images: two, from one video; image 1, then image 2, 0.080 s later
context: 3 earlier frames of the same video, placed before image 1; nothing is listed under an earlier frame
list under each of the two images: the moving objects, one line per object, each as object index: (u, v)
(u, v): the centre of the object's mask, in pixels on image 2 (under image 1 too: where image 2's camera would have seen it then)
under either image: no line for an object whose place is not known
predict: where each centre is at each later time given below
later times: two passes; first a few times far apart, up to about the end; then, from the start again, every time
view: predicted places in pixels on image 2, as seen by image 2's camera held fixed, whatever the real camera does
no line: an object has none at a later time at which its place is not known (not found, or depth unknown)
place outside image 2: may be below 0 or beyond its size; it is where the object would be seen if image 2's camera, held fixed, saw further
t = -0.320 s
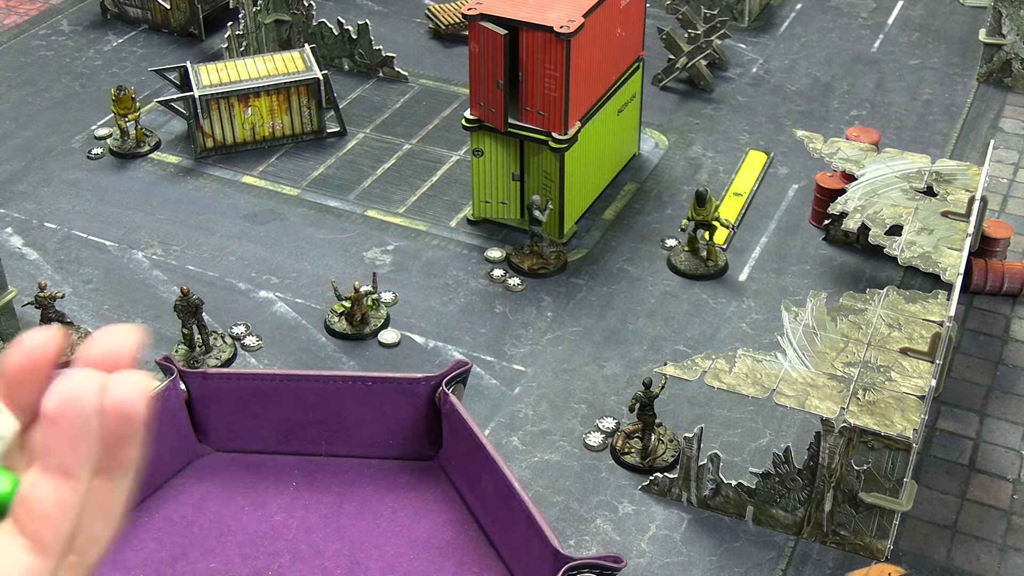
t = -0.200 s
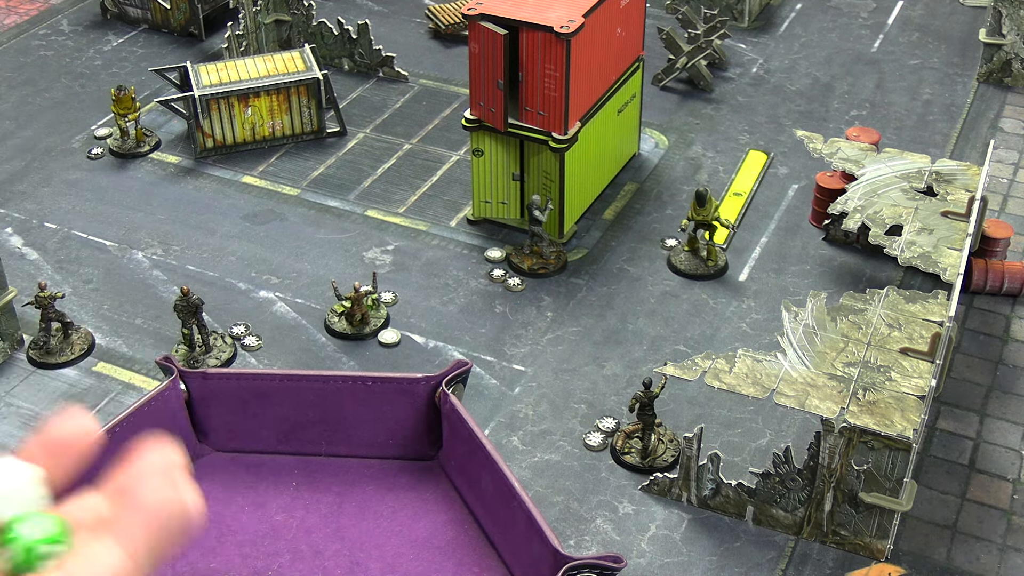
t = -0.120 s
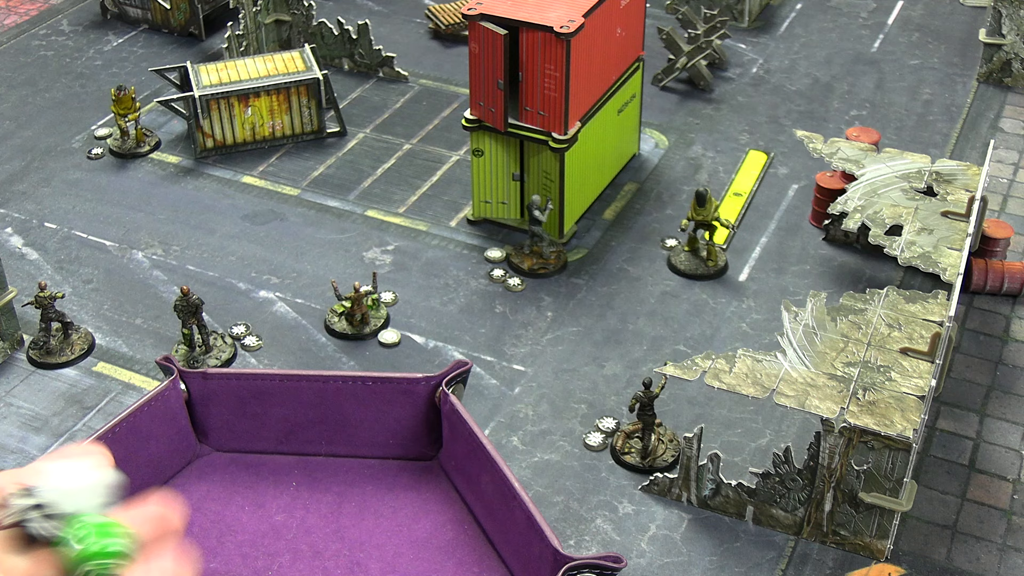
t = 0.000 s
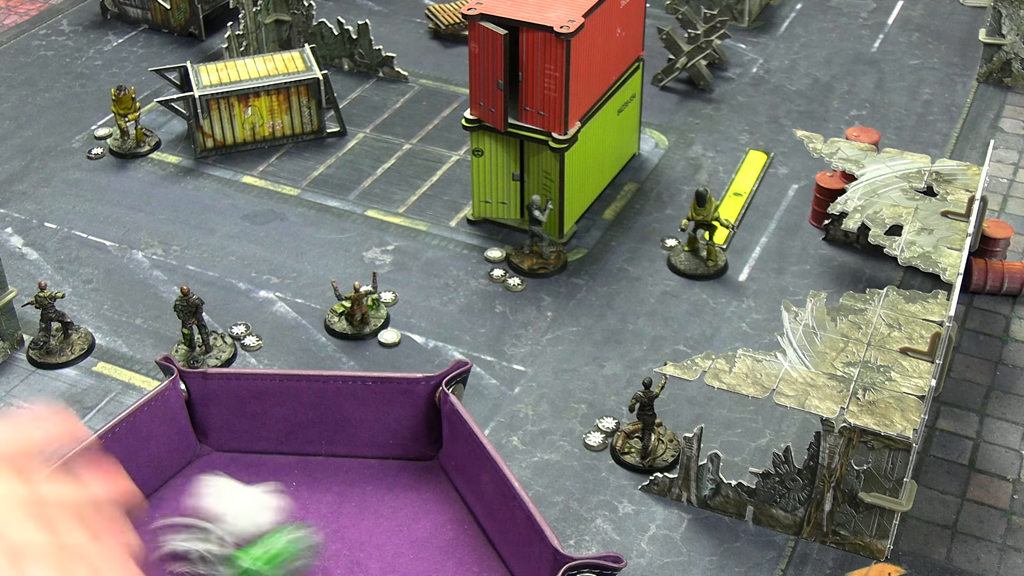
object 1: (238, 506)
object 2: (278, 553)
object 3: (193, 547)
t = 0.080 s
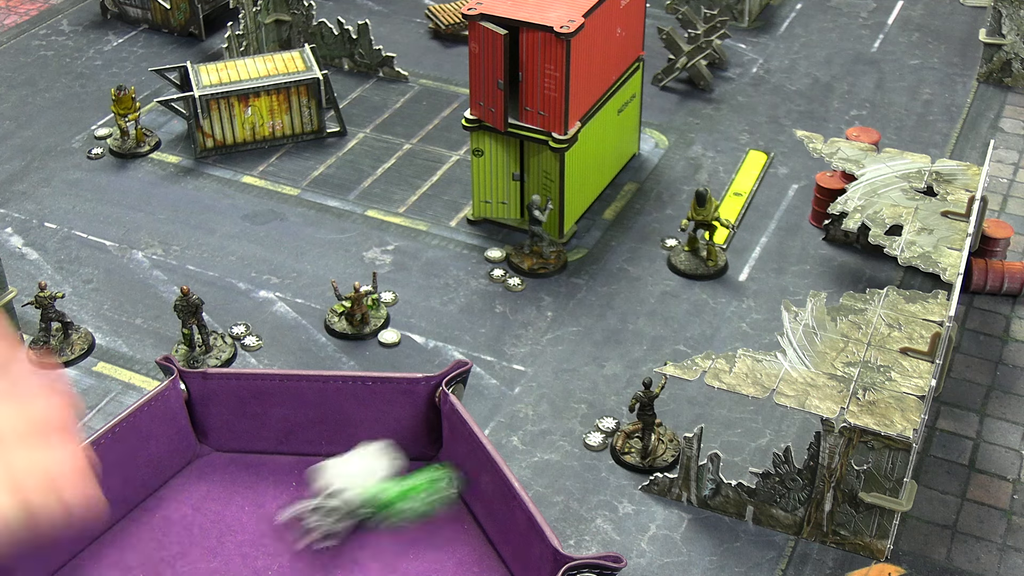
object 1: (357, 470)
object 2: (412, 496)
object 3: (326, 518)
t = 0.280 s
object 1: (417, 463)
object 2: (423, 538)
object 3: (327, 507)
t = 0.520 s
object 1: (414, 464)
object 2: (433, 565)
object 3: (244, 546)
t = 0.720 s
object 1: (414, 463)
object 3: (248, 553)
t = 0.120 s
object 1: (399, 454)
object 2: (440, 490)
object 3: (378, 487)
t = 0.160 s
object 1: (415, 453)
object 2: (438, 499)
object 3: (377, 480)
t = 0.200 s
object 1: (412, 462)
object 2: (434, 515)
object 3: (367, 493)
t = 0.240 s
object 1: (417, 463)
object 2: (430, 527)
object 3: (343, 503)
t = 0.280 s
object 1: (417, 463)
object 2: (423, 538)
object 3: (327, 507)
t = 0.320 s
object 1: (413, 464)
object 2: (419, 549)
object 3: (308, 509)
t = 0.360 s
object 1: (414, 465)
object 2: (422, 555)
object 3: (289, 514)
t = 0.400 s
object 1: (414, 463)
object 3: (270, 521)
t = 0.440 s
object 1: (414, 464)
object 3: (257, 530)
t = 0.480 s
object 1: (414, 464)
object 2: (433, 565)
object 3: (248, 540)
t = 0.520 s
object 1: (414, 464)
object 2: (433, 565)
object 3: (244, 546)
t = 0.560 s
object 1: (414, 464)
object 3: (243, 551)
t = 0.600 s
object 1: (415, 463)
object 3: (248, 556)
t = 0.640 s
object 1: (414, 463)
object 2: (432, 558)
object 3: (255, 556)
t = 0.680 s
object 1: (414, 464)
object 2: (432, 560)
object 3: (254, 554)
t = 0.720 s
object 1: (414, 463)
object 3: (248, 553)
